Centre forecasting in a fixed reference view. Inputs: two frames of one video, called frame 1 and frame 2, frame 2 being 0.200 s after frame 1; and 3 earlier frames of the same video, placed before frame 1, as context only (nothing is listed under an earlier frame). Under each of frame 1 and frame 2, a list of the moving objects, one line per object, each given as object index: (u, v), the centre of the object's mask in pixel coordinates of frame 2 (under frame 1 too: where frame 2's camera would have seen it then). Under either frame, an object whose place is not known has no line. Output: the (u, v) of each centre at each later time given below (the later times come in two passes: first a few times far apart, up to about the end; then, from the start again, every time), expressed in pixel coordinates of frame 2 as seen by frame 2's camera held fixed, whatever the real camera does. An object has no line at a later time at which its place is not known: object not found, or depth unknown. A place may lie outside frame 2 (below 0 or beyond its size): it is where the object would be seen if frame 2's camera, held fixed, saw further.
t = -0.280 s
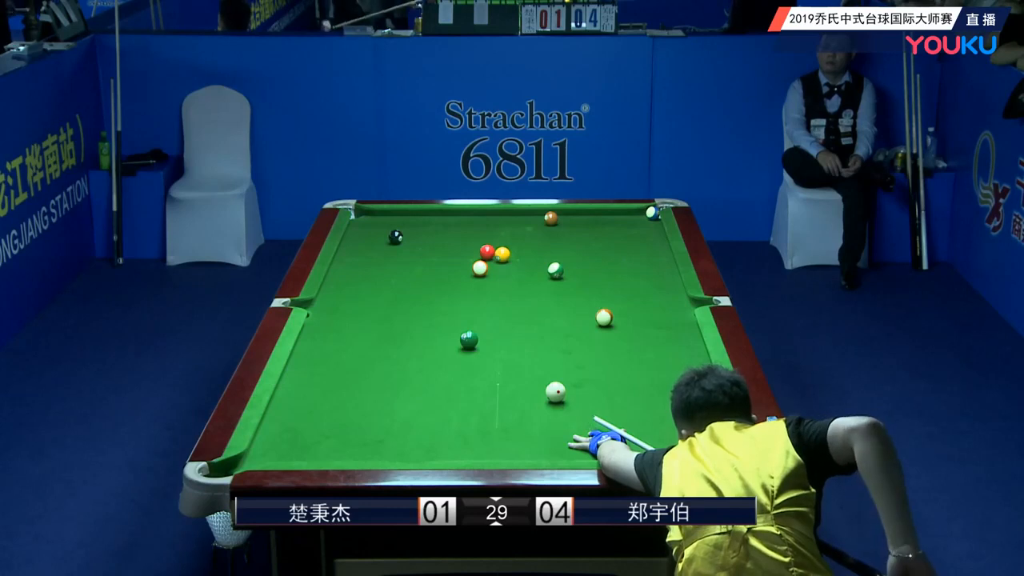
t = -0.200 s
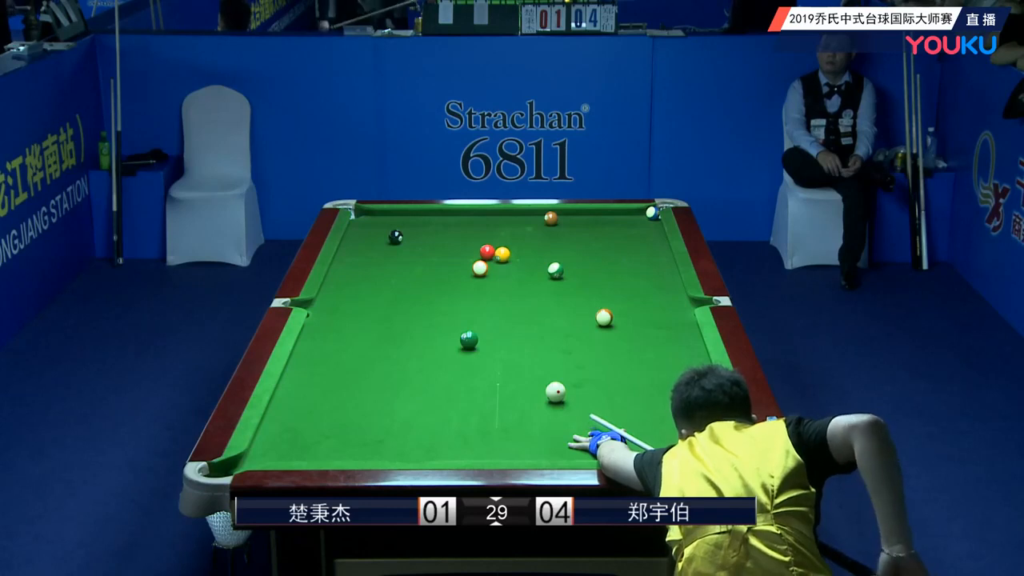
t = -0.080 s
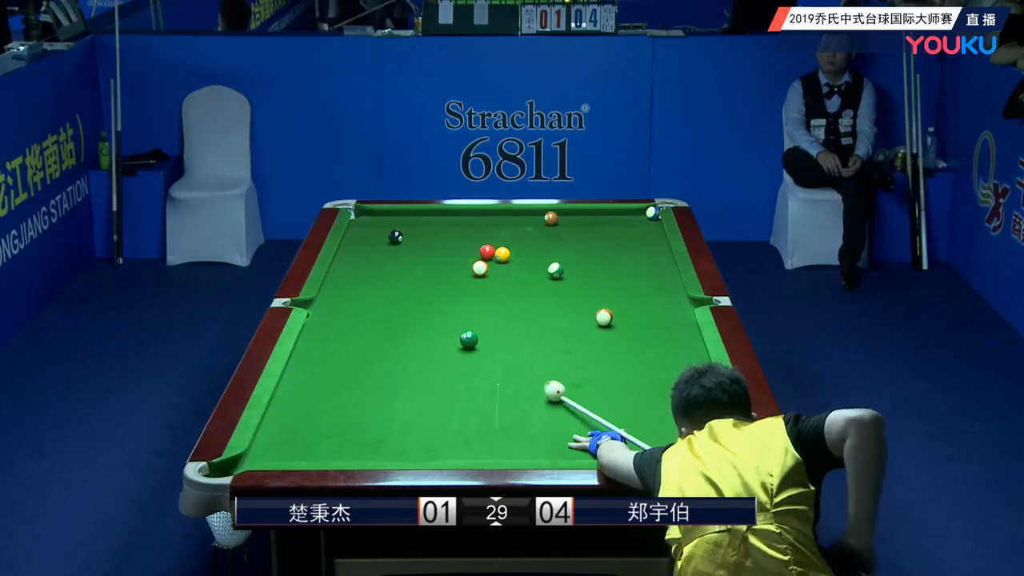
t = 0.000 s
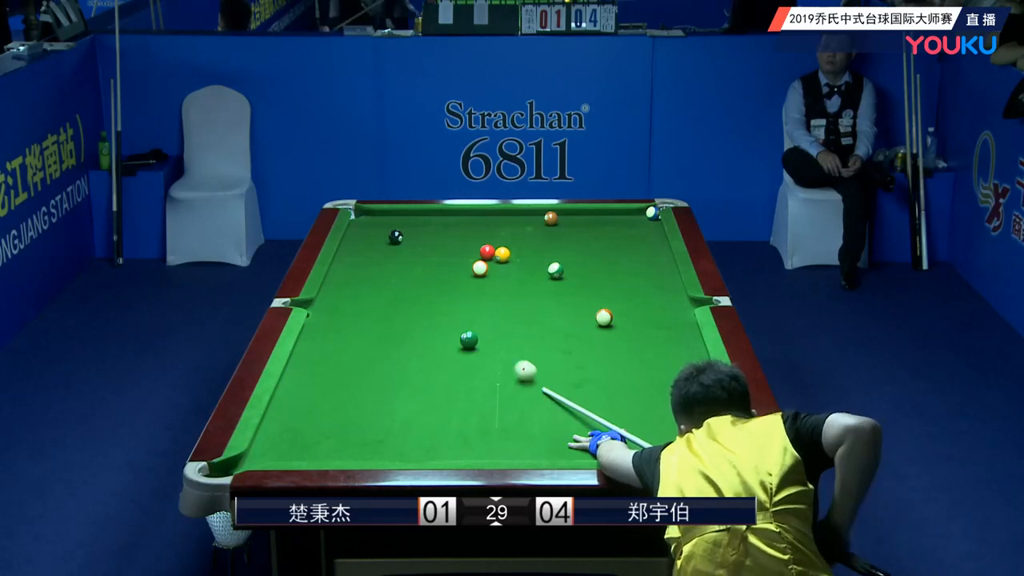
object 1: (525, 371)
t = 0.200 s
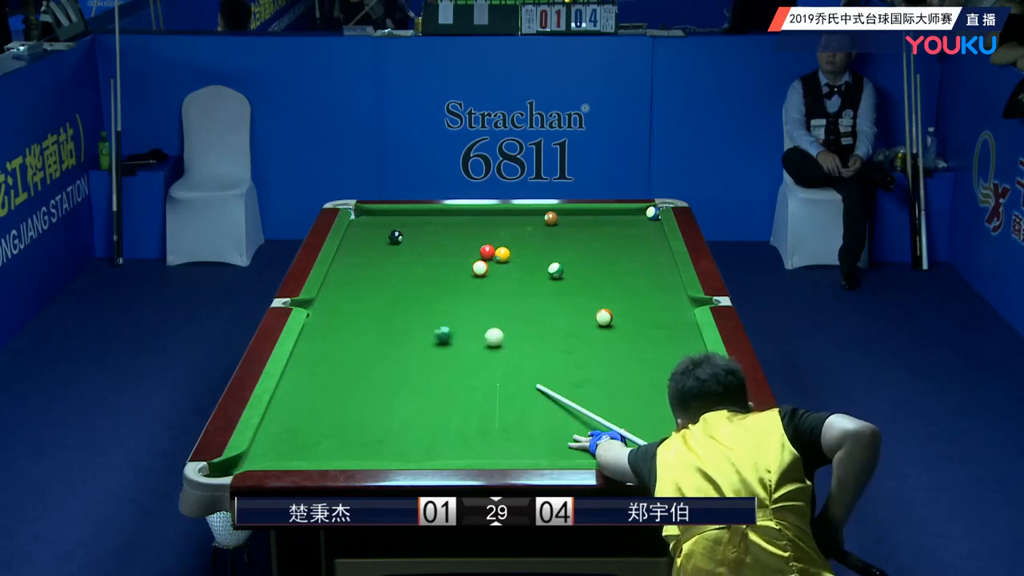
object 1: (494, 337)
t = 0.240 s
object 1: (499, 335)
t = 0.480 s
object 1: (526, 320)
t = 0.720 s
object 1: (550, 307)
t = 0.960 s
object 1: (572, 296)
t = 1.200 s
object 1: (592, 285)
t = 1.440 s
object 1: (610, 276)
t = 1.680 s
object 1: (626, 267)
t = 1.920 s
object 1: (641, 259)
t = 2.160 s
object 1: (654, 252)
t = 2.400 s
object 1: (661, 246)
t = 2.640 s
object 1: (653, 242)
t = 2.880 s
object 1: (646, 238)
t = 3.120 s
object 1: (640, 234)
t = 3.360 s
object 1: (634, 232)
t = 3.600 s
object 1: (629, 229)
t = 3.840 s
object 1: (625, 228)
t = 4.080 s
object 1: (622, 226)
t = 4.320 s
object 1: (619, 225)
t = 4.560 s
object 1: (618, 225)
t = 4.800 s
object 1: (618, 225)
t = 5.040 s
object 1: (618, 225)
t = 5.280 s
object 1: (618, 225)
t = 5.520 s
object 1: (618, 225)
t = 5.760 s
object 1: (618, 225)
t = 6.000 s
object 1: (618, 225)
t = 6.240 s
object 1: (618, 225)
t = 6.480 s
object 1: (618, 225)
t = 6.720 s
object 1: (618, 225)
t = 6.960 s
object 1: (618, 225)
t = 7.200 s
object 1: (618, 225)
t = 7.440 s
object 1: (618, 225)
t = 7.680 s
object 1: (618, 225)
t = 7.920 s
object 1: (618, 225)
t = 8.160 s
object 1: (618, 225)
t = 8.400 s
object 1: (618, 225)
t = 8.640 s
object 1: (618, 225)
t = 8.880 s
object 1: (618, 225)
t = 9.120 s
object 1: (618, 225)
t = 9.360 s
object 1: (618, 225)
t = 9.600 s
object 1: (618, 225)
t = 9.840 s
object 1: (618, 225)
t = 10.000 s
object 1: (618, 225)
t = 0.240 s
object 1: (499, 335)
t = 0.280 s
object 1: (504, 332)
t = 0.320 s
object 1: (508, 329)
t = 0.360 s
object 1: (513, 327)
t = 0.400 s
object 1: (517, 325)
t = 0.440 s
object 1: (522, 323)
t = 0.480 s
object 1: (526, 320)
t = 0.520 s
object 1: (530, 318)
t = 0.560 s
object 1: (534, 316)
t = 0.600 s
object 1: (539, 314)
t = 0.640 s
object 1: (542, 312)
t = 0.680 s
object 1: (547, 310)
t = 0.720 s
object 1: (550, 307)
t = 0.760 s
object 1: (554, 305)
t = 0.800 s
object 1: (558, 304)
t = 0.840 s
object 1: (562, 301)
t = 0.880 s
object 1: (565, 300)
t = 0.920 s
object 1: (569, 298)
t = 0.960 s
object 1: (572, 296)
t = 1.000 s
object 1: (576, 294)
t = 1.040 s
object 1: (579, 292)
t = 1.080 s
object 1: (583, 291)
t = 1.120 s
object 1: (586, 289)
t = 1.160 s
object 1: (589, 287)
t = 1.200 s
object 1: (592, 285)
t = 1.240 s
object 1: (595, 284)
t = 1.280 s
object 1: (598, 282)
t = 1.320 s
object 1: (601, 280)
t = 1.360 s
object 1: (605, 279)
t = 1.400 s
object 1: (607, 277)
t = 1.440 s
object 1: (610, 276)
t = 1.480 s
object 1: (613, 274)
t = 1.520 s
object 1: (616, 273)
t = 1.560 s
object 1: (618, 271)
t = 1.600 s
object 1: (621, 270)
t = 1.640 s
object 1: (624, 269)
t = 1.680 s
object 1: (626, 267)
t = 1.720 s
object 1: (629, 266)
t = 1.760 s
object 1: (631, 264)
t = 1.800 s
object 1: (634, 263)
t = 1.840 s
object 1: (636, 262)
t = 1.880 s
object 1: (638, 261)
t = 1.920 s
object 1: (641, 259)
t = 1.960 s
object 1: (643, 258)
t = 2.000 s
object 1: (645, 257)
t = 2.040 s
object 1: (647, 256)
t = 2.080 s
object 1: (650, 254)
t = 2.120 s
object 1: (652, 253)
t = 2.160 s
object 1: (654, 252)
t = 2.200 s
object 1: (656, 251)
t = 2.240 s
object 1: (658, 250)
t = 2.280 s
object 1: (660, 249)
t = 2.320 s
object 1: (662, 248)
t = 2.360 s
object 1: (663, 247)
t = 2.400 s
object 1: (661, 246)
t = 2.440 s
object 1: (660, 245)
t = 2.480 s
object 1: (658, 245)
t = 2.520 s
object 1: (657, 244)
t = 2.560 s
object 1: (656, 243)
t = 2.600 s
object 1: (655, 242)
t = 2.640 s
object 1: (653, 242)
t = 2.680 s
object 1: (652, 241)
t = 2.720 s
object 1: (651, 240)
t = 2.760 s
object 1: (650, 240)
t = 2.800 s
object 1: (648, 239)
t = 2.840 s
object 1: (647, 239)
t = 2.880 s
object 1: (646, 238)
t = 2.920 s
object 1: (645, 237)
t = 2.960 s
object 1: (644, 237)
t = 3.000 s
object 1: (643, 236)
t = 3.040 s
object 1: (642, 236)
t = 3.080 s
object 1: (641, 235)
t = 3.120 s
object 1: (640, 234)
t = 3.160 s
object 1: (639, 234)
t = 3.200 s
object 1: (638, 233)
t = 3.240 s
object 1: (637, 233)
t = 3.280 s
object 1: (636, 233)
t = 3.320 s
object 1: (635, 232)
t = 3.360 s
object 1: (634, 232)
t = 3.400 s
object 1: (633, 231)
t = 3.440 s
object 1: (632, 231)
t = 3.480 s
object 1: (631, 231)
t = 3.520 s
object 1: (631, 230)
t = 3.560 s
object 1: (630, 230)
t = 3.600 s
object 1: (629, 229)
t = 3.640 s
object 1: (628, 229)
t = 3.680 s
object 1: (628, 229)
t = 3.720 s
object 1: (627, 229)
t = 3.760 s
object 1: (626, 228)
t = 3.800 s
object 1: (626, 228)
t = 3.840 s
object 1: (625, 228)
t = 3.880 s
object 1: (624, 227)
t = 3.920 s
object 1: (624, 227)
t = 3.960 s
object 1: (623, 227)
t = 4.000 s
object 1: (623, 227)
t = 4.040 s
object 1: (622, 226)
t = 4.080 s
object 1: (622, 226)
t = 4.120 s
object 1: (621, 226)
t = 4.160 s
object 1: (621, 226)
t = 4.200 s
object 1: (620, 226)
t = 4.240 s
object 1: (620, 226)
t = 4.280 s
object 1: (620, 225)
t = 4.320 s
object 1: (619, 225)
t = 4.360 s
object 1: (619, 225)
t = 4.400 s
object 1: (619, 225)
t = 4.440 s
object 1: (619, 225)
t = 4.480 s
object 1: (618, 225)
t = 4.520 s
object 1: (618, 225)
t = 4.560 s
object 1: (618, 225)
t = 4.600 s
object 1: (618, 225)
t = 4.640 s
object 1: (618, 225)
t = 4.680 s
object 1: (618, 225)
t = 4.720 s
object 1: (618, 225)
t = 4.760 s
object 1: (618, 225)
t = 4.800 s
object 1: (618, 225)
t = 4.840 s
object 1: (618, 225)
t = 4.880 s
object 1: (618, 225)
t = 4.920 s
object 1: (618, 225)
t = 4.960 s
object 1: (618, 225)
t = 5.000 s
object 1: (618, 225)
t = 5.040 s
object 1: (618, 225)
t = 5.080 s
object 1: (618, 225)
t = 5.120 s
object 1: (618, 225)
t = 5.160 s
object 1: (618, 225)
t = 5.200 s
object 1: (618, 225)
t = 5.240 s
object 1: (618, 225)
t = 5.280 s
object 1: (618, 225)
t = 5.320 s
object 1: (618, 225)
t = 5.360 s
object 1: (618, 225)
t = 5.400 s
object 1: (618, 225)
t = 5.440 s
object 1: (618, 225)
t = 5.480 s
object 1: (618, 225)
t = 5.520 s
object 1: (618, 225)
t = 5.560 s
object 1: (618, 225)
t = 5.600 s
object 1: (618, 225)
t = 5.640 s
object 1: (618, 225)
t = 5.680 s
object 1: (618, 225)
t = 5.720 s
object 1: (618, 225)
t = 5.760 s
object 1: (618, 225)
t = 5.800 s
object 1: (618, 225)
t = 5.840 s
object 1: (618, 225)
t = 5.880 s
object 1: (618, 225)
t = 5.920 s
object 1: (618, 225)
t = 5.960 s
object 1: (618, 225)
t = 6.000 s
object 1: (618, 225)
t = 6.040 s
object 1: (618, 225)
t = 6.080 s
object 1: (618, 225)
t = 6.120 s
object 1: (618, 225)
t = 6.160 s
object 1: (618, 225)
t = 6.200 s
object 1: (618, 225)
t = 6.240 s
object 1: (618, 225)
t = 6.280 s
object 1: (618, 225)
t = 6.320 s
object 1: (618, 225)
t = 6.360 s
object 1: (618, 225)
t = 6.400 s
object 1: (618, 225)
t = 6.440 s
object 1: (618, 225)
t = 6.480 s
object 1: (618, 225)
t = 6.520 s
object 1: (618, 225)
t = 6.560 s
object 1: (618, 225)
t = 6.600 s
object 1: (618, 225)
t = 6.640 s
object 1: (618, 225)
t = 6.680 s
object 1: (618, 225)
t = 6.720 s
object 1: (618, 225)
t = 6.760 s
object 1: (618, 225)
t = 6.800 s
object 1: (618, 225)
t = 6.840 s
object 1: (618, 225)
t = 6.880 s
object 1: (618, 225)
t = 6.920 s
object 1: (618, 225)
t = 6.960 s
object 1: (618, 225)
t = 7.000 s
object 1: (618, 225)
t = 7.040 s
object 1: (618, 225)
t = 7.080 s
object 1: (618, 225)
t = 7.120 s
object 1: (618, 225)
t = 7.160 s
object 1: (618, 225)
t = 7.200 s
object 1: (618, 225)
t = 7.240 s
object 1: (618, 225)
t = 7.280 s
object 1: (618, 225)
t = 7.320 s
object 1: (618, 225)
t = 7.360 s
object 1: (618, 225)
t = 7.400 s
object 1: (618, 225)
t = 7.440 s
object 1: (618, 225)
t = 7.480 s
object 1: (618, 225)
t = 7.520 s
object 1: (618, 225)
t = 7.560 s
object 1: (618, 225)
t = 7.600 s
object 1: (618, 225)
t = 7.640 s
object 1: (618, 225)
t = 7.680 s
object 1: (618, 225)
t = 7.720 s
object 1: (618, 225)
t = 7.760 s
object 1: (618, 225)
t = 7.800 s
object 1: (618, 225)
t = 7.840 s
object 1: (618, 225)
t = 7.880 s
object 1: (618, 225)
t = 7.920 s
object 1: (618, 225)
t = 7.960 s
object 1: (618, 225)
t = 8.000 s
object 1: (618, 225)
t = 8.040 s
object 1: (618, 225)
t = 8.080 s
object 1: (618, 225)
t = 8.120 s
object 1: (618, 225)
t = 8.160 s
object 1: (618, 225)
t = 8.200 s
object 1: (618, 225)
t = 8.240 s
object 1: (618, 225)
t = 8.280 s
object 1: (618, 225)
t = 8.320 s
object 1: (618, 225)
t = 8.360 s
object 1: (618, 225)
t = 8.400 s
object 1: (618, 225)
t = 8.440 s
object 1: (618, 225)
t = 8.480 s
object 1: (618, 225)
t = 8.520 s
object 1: (618, 225)
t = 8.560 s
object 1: (618, 225)
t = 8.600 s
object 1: (618, 225)
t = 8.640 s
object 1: (618, 225)
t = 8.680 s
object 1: (618, 225)
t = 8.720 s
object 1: (618, 225)
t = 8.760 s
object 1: (618, 225)
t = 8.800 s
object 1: (618, 225)
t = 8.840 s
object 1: (618, 225)
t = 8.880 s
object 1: (618, 225)
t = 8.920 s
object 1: (618, 225)
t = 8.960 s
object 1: (618, 225)
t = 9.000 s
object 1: (618, 225)
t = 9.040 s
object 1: (618, 225)
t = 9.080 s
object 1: (618, 225)
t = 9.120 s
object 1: (618, 225)
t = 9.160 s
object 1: (618, 225)
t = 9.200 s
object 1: (618, 225)
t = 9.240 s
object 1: (618, 225)
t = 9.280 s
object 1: (618, 225)
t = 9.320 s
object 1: (618, 225)
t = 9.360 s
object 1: (618, 225)
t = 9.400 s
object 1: (618, 225)
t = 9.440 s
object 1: (618, 225)
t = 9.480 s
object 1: (618, 225)
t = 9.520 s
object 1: (618, 225)
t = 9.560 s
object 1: (618, 225)
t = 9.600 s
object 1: (618, 225)
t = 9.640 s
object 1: (618, 225)
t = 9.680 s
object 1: (618, 225)
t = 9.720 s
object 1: (618, 225)
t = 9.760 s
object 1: (618, 225)
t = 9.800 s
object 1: (618, 225)
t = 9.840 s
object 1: (618, 225)
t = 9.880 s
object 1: (618, 225)
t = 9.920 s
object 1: (618, 225)
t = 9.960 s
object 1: (618, 225)
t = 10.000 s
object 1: (618, 225)
